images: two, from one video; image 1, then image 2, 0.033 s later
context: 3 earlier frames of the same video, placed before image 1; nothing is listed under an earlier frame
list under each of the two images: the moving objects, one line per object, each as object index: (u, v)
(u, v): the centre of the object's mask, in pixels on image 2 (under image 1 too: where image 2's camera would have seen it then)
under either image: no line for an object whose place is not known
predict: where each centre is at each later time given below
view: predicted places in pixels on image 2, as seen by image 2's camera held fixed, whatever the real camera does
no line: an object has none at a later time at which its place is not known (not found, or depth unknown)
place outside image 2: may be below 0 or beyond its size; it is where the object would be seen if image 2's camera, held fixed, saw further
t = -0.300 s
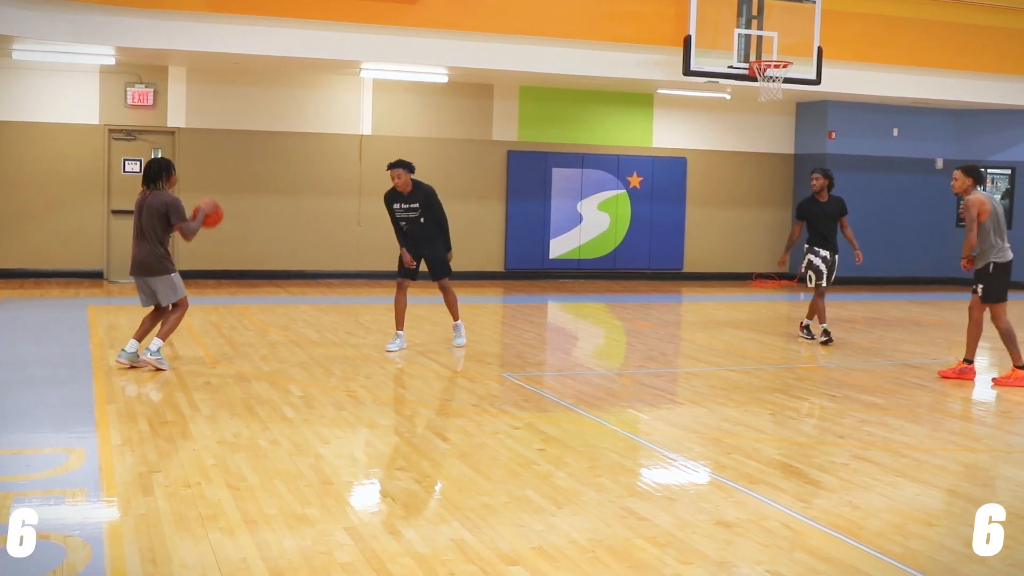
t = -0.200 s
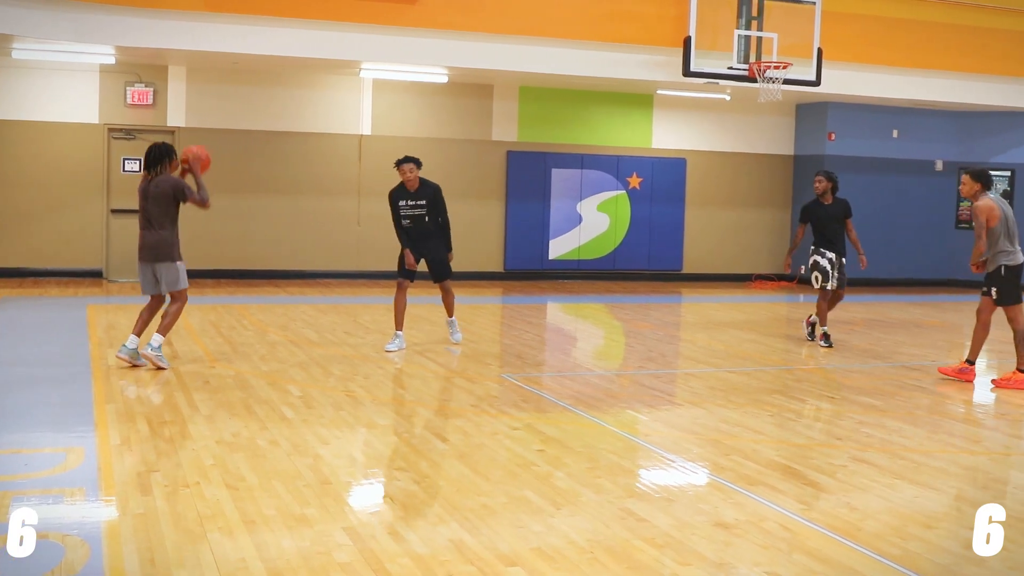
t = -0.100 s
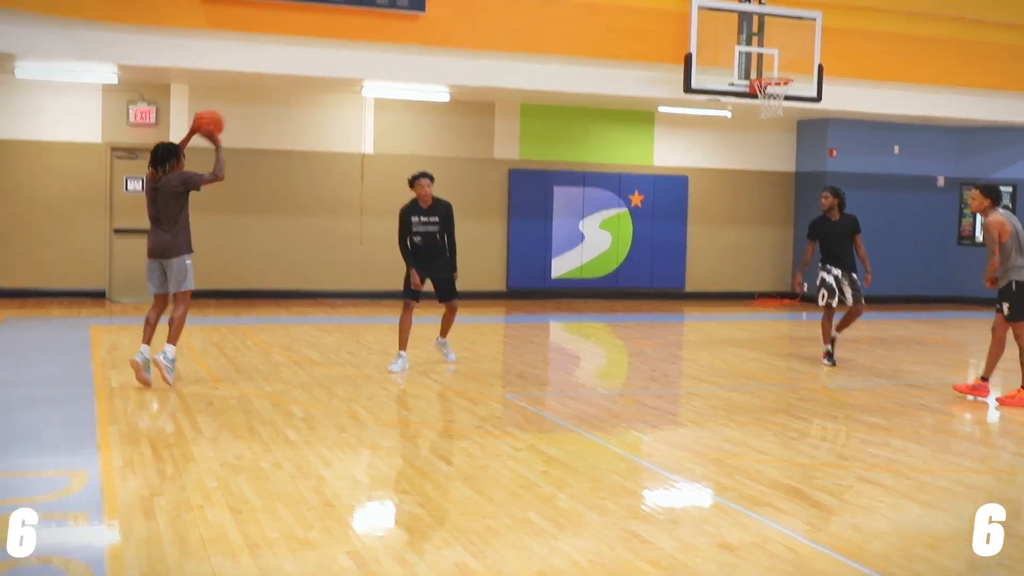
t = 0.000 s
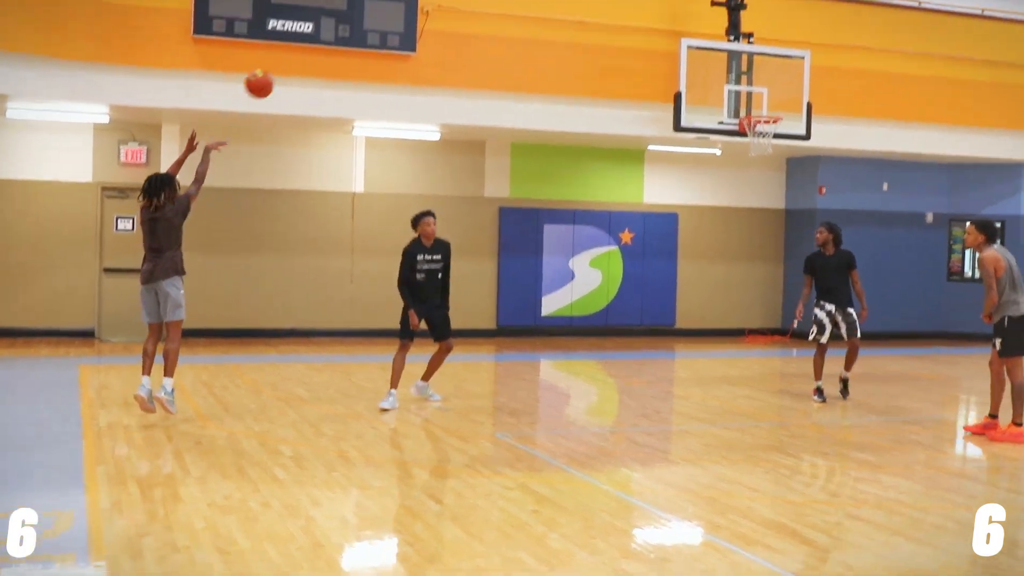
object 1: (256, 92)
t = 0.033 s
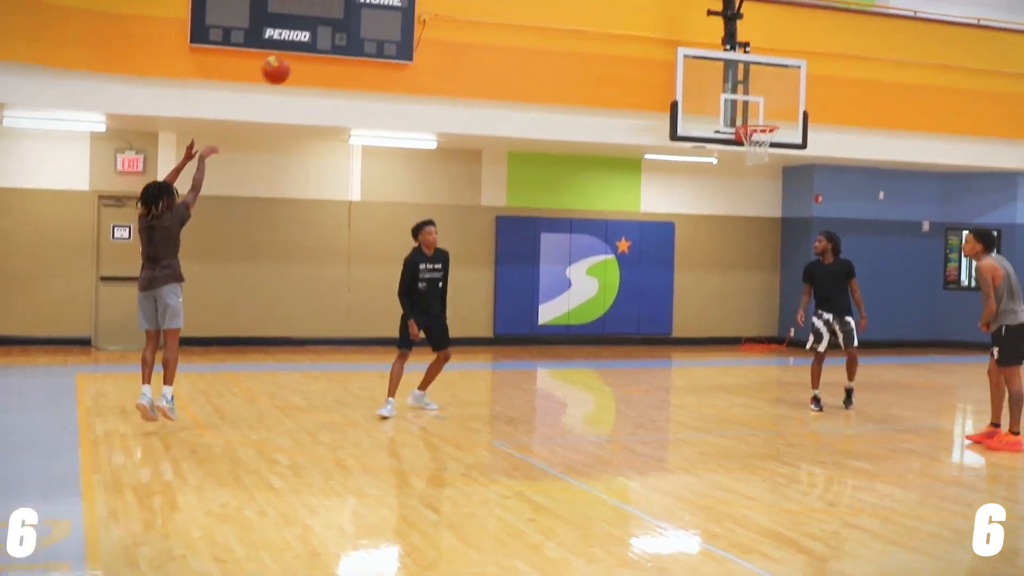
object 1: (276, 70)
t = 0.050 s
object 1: (286, 58)
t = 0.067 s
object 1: (295, 49)
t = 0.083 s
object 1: (305, 39)
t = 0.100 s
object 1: (315, 29)
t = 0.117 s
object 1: (323, 20)
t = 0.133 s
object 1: (333, 11)
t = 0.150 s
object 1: (342, 3)
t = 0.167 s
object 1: (351, -5)
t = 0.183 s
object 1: (360, -13)
